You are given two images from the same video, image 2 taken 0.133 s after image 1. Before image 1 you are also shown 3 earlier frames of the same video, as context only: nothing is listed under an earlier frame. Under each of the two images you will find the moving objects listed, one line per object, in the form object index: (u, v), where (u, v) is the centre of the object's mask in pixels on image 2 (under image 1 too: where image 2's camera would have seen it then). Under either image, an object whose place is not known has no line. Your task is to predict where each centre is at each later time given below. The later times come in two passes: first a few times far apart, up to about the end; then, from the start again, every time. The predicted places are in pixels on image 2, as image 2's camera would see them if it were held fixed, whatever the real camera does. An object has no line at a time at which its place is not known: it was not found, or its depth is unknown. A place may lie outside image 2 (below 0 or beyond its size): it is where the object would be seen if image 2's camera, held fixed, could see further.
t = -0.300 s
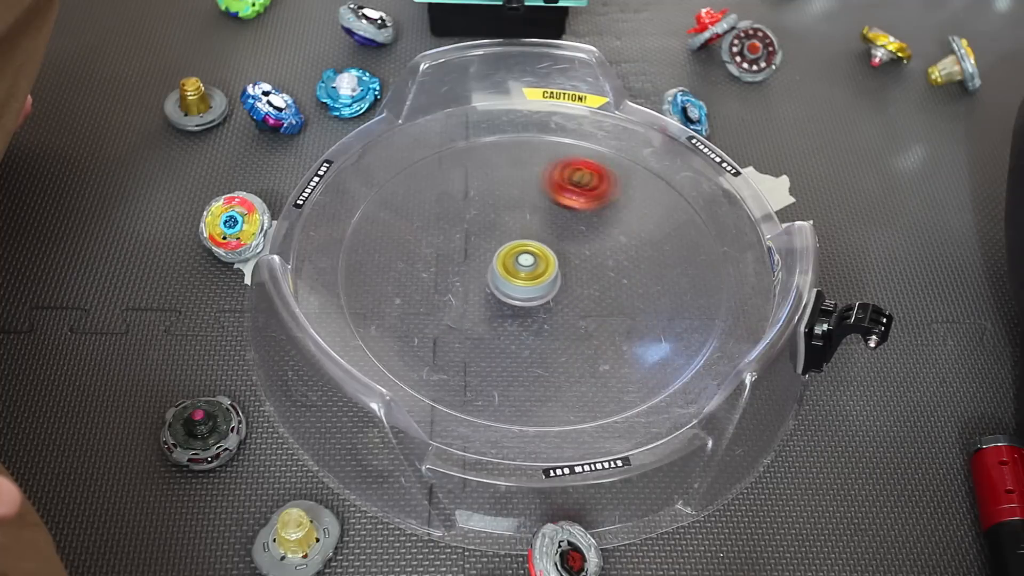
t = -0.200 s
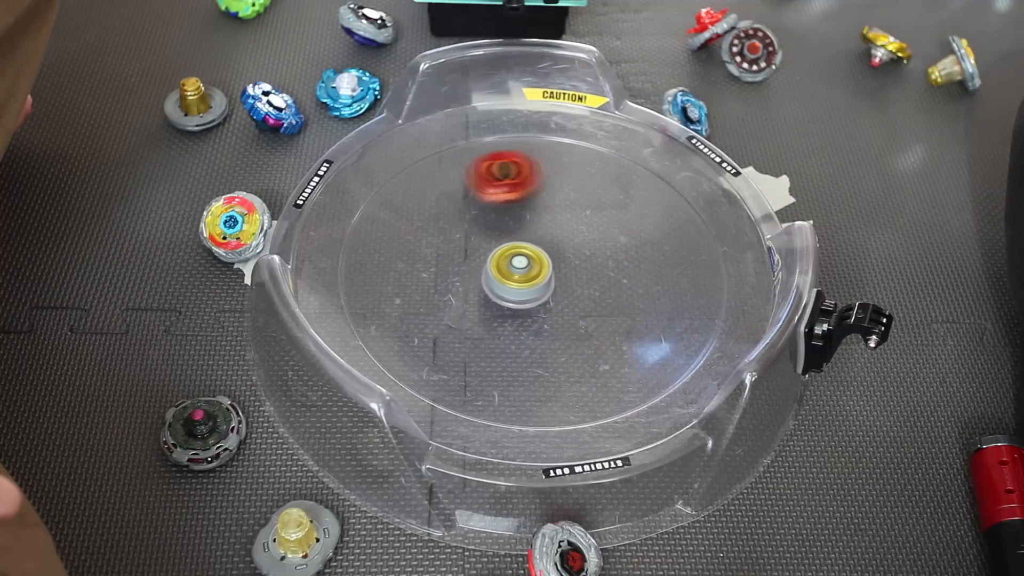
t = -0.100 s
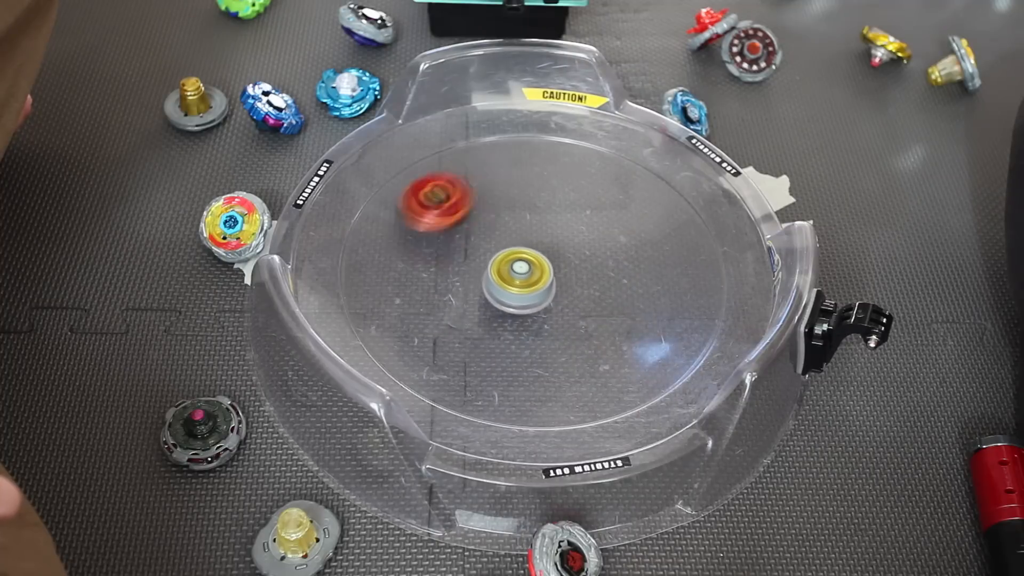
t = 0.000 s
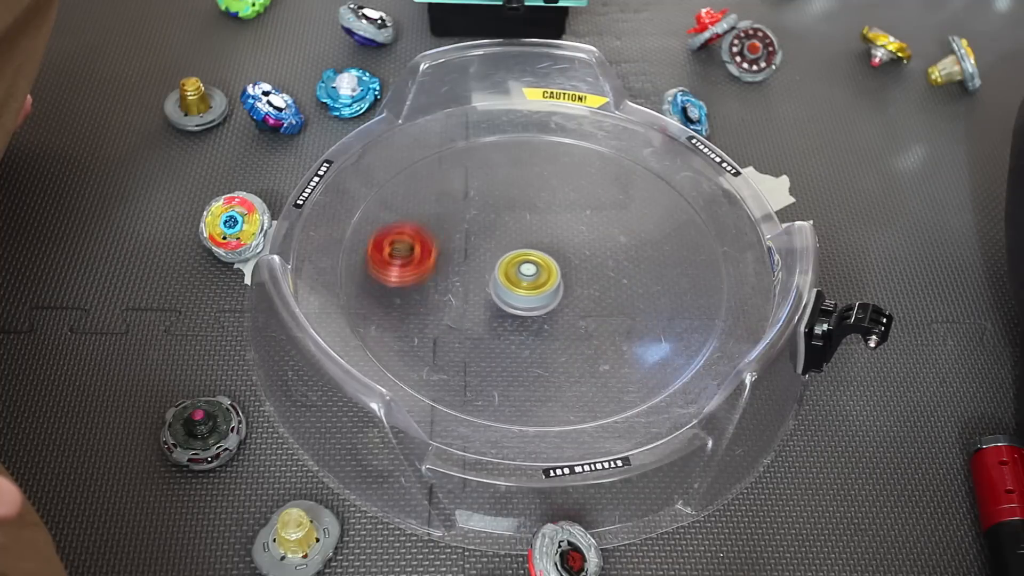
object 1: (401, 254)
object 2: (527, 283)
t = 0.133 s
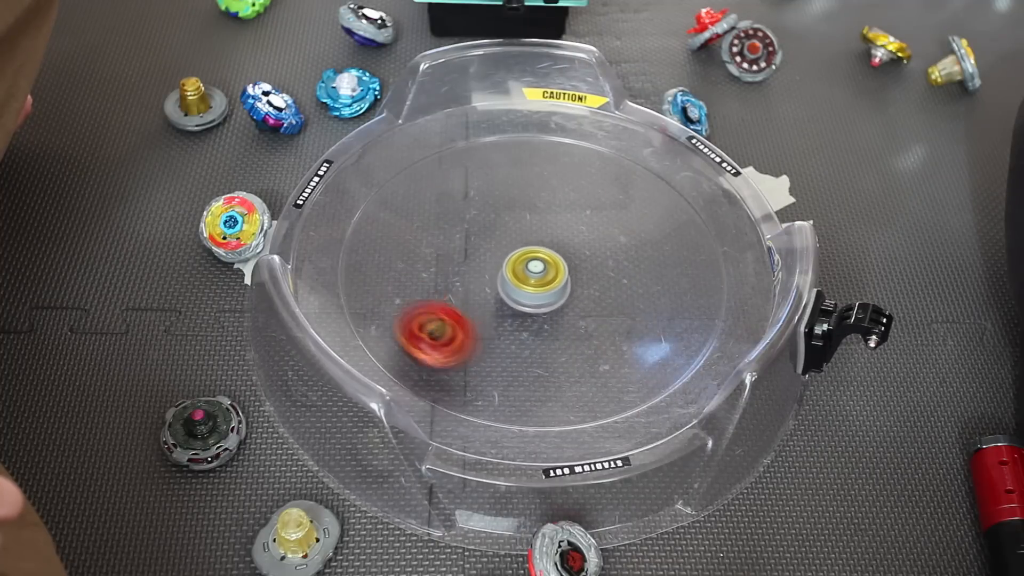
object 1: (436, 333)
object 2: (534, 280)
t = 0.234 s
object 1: (515, 364)
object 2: (534, 275)
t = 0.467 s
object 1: (652, 285)
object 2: (523, 270)
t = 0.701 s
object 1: (561, 178)
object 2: (520, 275)
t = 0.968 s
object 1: (407, 242)
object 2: (535, 278)
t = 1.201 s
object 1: (509, 355)
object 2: (530, 269)
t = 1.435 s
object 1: (653, 288)
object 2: (526, 276)
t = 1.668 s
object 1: (575, 181)
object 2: (538, 280)
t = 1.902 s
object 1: (429, 221)
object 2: (538, 277)
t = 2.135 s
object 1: (480, 346)
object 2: (531, 279)
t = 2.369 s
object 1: (644, 315)
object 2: (538, 282)
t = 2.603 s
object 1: (600, 200)
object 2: (538, 278)
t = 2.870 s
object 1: (432, 224)
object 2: (525, 279)
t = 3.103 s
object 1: (472, 345)
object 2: (532, 281)
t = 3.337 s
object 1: (631, 319)
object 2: (530, 274)
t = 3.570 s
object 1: (594, 203)
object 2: (519, 276)
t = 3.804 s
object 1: (445, 205)
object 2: (530, 281)
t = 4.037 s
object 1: (448, 325)
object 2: (532, 271)
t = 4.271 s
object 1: (612, 328)
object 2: (522, 271)
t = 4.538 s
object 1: (597, 201)
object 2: (528, 280)
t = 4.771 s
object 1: (453, 205)
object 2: (539, 277)
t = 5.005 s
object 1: (458, 323)
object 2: (528, 273)
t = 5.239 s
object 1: (617, 327)
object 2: (532, 281)
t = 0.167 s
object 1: (459, 348)
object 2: (535, 278)
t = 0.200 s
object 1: (486, 359)
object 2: (535, 277)
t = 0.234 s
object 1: (515, 364)
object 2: (534, 275)
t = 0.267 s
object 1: (544, 365)
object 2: (532, 273)
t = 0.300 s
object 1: (573, 361)
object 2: (531, 272)
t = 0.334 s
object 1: (597, 351)
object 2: (529, 271)
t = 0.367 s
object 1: (619, 339)
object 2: (527, 270)
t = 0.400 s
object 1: (636, 322)
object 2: (526, 270)
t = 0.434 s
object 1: (647, 305)
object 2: (524, 270)
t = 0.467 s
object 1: (652, 285)
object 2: (523, 270)
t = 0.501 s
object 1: (651, 265)
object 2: (522, 270)
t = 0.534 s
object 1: (646, 246)
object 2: (521, 270)
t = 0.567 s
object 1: (636, 228)
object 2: (520, 271)
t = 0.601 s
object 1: (622, 211)
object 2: (520, 272)
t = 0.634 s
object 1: (604, 197)
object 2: (520, 273)
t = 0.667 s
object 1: (584, 186)
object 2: (520, 274)
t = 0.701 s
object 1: (561, 178)
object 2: (520, 275)
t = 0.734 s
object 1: (536, 173)
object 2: (521, 276)
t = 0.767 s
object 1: (512, 172)
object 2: (522, 277)
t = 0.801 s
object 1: (487, 175)
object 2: (523, 278)
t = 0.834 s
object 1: (464, 182)
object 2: (526, 278)
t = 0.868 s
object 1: (444, 192)
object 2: (528, 279)
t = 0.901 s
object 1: (428, 207)
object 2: (531, 279)
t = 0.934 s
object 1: (415, 223)
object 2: (533, 278)
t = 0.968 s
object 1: (407, 242)
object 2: (535, 278)
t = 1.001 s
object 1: (404, 263)
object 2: (535, 277)
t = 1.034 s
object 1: (409, 283)
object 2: (535, 275)
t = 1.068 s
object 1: (419, 303)
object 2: (534, 274)
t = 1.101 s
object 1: (435, 322)
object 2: (533, 272)
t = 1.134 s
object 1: (456, 338)
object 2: (532, 270)
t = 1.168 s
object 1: (482, 349)
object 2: (531, 270)
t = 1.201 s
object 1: (509, 355)
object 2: (530, 269)
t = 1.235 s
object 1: (538, 358)
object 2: (529, 270)
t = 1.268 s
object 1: (565, 355)
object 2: (528, 270)
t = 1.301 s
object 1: (590, 349)
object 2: (527, 271)
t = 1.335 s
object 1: (613, 337)
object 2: (526, 272)
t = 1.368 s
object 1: (632, 323)
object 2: (526, 273)
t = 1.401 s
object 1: (645, 306)
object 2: (526, 275)
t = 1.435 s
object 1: (653, 288)
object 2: (526, 276)
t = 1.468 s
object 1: (655, 269)
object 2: (527, 278)
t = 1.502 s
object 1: (652, 250)
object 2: (529, 279)
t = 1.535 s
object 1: (644, 232)
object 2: (530, 279)
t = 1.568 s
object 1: (632, 216)
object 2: (533, 280)
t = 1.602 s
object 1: (616, 201)
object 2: (535, 280)
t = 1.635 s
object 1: (597, 189)
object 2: (537, 281)
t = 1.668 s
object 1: (575, 181)
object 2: (538, 280)
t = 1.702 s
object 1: (551, 176)
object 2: (540, 280)
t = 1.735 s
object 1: (527, 174)
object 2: (540, 280)
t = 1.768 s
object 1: (503, 177)
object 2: (541, 279)
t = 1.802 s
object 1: (481, 183)
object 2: (541, 278)
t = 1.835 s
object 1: (460, 192)
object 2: (541, 278)
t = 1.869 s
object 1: (443, 205)
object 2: (539, 277)
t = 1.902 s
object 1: (429, 221)
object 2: (538, 277)
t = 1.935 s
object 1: (420, 239)
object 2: (535, 276)
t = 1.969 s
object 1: (416, 259)
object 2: (534, 276)
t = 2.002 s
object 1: (418, 279)
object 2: (532, 276)
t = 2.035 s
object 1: (425, 299)
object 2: (531, 276)
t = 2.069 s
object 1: (439, 318)
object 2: (530, 277)
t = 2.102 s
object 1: (458, 334)
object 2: (530, 278)
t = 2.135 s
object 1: (480, 346)
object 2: (531, 279)
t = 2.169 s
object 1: (507, 355)
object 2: (532, 280)
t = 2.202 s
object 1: (533, 358)
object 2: (533, 281)
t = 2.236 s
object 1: (561, 358)
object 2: (534, 281)
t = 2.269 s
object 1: (586, 353)
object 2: (535, 282)
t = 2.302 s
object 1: (609, 344)
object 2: (536, 282)
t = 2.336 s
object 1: (629, 330)
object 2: (537, 283)
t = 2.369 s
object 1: (644, 315)
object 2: (538, 282)
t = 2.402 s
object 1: (652, 297)
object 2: (539, 282)
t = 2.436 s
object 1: (656, 279)
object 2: (539, 282)
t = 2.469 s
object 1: (653, 261)
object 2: (540, 281)
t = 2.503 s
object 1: (646, 243)
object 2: (540, 281)
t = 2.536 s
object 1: (634, 227)
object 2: (540, 280)
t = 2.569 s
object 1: (619, 212)
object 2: (539, 279)
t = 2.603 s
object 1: (600, 200)
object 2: (538, 278)
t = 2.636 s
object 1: (579, 191)
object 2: (536, 278)
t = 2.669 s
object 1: (557, 185)
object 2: (534, 277)
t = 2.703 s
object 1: (532, 183)
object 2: (532, 276)
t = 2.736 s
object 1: (509, 185)
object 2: (530, 276)
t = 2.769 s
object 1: (485, 190)
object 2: (528, 276)
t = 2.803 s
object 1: (464, 198)
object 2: (527, 276)
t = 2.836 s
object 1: (446, 210)
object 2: (525, 277)
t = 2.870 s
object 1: (432, 224)
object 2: (525, 279)
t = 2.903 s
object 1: (421, 240)
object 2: (525, 280)
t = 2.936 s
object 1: (416, 259)
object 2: (526, 280)
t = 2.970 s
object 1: (416, 279)
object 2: (527, 281)
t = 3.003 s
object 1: (421, 298)
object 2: (528, 281)
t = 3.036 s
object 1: (433, 316)
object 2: (530, 282)
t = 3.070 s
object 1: (450, 332)
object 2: (531, 282)
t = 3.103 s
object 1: (472, 345)
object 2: (532, 281)
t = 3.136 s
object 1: (496, 354)
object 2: (533, 281)
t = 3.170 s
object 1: (523, 359)
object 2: (534, 280)
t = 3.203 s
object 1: (550, 358)
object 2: (534, 279)
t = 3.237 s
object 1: (576, 354)
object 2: (534, 278)
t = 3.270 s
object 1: (598, 345)
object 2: (533, 276)
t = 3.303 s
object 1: (617, 333)
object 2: (532, 275)
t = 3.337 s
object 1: (631, 319)
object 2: (530, 274)
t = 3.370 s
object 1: (640, 301)
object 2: (528, 273)
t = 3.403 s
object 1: (645, 283)
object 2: (526, 273)
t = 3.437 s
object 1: (643, 265)
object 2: (524, 273)
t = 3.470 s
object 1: (636, 247)
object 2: (523, 273)
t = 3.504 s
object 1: (626, 230)
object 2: (521, 274)
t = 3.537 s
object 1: (611, 215)
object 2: (520, 275)
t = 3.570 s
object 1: (594, 203)
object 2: (519, 276)
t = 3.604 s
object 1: (574, 194)
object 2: (518, 277)
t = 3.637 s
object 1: (552, 187)
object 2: (519, 278)
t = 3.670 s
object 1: (529, 184)
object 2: (521, 280)
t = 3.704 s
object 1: (506, 184)
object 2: (523, 280)
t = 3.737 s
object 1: (483, 188)
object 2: (525, 281)
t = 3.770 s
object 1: (463, 195)
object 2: (527, 281)
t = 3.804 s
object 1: (445, 205)
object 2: (530, 281)
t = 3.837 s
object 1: (430, 219)
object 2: (532, 280)
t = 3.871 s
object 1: (420, 235)
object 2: (534, 279)
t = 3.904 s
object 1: (414, 253)
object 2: (535, 278)
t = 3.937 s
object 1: (414, 272)
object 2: (535, 277)
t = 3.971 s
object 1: (419, 291)
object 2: (535, 275)
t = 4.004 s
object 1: (431, 310)
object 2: (533, 273)
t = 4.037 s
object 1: (448, 325)
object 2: (532, 271)
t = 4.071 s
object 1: (469, 338)
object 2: (530, 270)
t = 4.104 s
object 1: (493, 347)
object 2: (529, 269)
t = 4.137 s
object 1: (519, 351)
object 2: (527, 269)
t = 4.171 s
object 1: (545, 352)
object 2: (525, 269)
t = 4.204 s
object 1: (570, 347)
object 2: (524, 269)
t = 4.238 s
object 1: (594, 339)
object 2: (523, 270)
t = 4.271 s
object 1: (612, 328)
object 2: (522, 271)
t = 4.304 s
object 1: (627, 313)
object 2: (521, 272)
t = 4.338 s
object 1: (637, 297)
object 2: (521, 273)
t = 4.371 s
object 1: (642, 280)
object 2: (521, 274)
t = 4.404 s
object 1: (641, 262)
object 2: (521, 276)
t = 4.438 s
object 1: (636, 244)
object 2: (522, 277)
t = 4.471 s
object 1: (627, 228)
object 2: (523, 278)
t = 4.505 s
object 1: (614, 214)
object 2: (526, 279)
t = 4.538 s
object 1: (597, 201)
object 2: (528, 280)
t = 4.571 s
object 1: (578, 192)
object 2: (531, 280)
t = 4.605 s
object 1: (558, 185)
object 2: (533, 280)
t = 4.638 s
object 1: (535, 182)
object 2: (535, 280)
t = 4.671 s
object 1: (512, 183)
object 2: (537, 280)
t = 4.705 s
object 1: (490, 187)
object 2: (539, 279)
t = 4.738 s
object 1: (470, 195)
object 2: (539, 278)
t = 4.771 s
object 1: (453, 205)
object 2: (539, 277)
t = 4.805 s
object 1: (439, 219)
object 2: (538, 276)
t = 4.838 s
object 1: (430, 235)
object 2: (536, 275)
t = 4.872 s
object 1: (425, 253)
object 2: (534, 274)
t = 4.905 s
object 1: (425, 272)
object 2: (532, 272)
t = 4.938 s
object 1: (430, 290)
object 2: (531, 272)
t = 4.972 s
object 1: (442, 308)
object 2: (529, 272)
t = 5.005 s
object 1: (458, 323)
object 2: (528, 273)
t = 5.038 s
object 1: (478, 336)
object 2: (527, 274)
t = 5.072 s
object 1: (501, 345)
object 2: (526, 275)
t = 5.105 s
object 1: (526, 349)
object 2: (526, 277)
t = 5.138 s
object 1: (552, 350)
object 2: (527, 279)
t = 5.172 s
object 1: (576, 347)
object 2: (528, 280)
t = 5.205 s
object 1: (598, 338)
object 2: (530, 281)
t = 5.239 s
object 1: (617, 327)
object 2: (532, 281)
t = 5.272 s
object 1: (631, 314)
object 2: (534, 282)
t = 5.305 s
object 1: (640, 298)
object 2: (535, 282)
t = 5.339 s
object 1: (645, 281)
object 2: (537, 282)
